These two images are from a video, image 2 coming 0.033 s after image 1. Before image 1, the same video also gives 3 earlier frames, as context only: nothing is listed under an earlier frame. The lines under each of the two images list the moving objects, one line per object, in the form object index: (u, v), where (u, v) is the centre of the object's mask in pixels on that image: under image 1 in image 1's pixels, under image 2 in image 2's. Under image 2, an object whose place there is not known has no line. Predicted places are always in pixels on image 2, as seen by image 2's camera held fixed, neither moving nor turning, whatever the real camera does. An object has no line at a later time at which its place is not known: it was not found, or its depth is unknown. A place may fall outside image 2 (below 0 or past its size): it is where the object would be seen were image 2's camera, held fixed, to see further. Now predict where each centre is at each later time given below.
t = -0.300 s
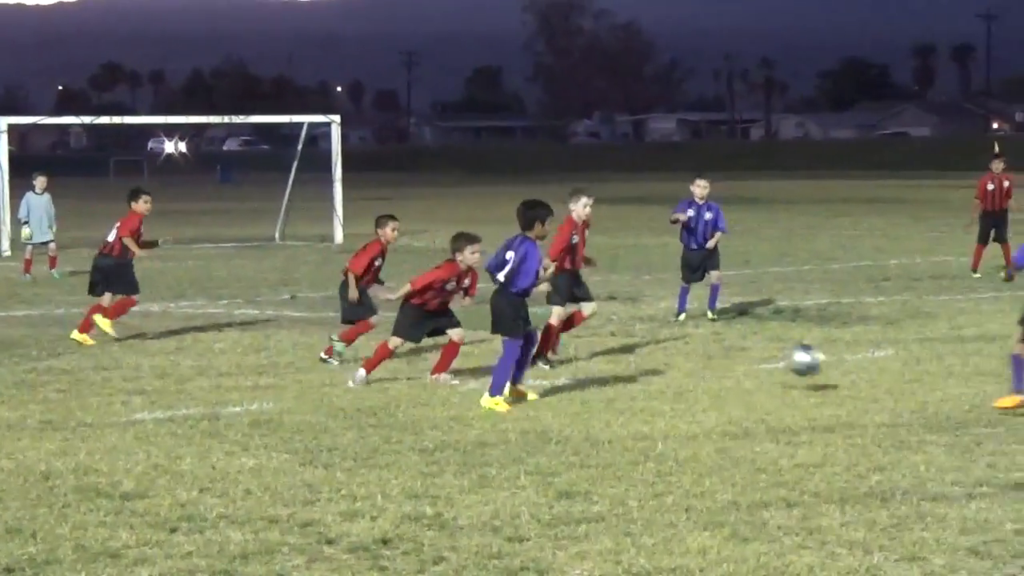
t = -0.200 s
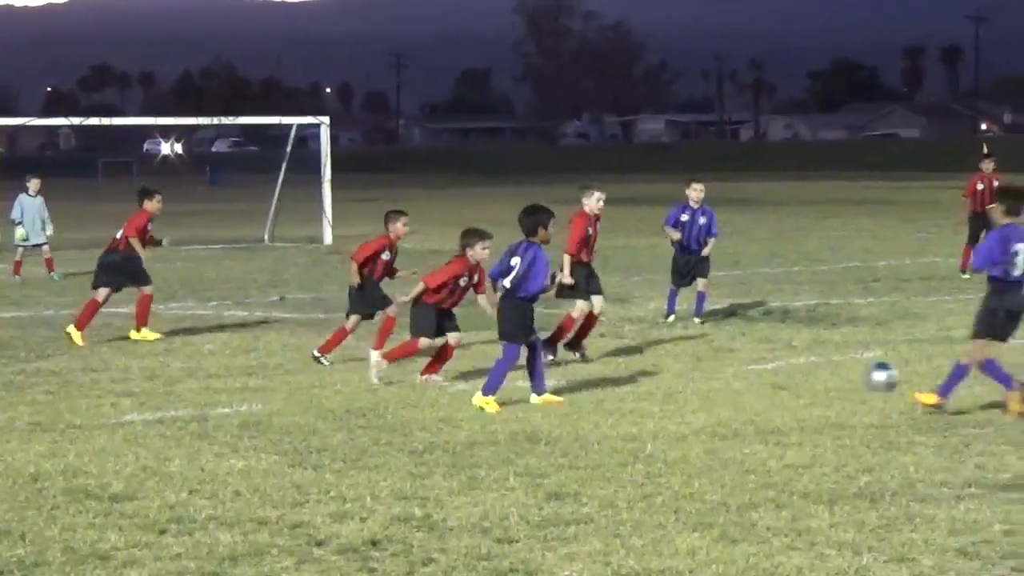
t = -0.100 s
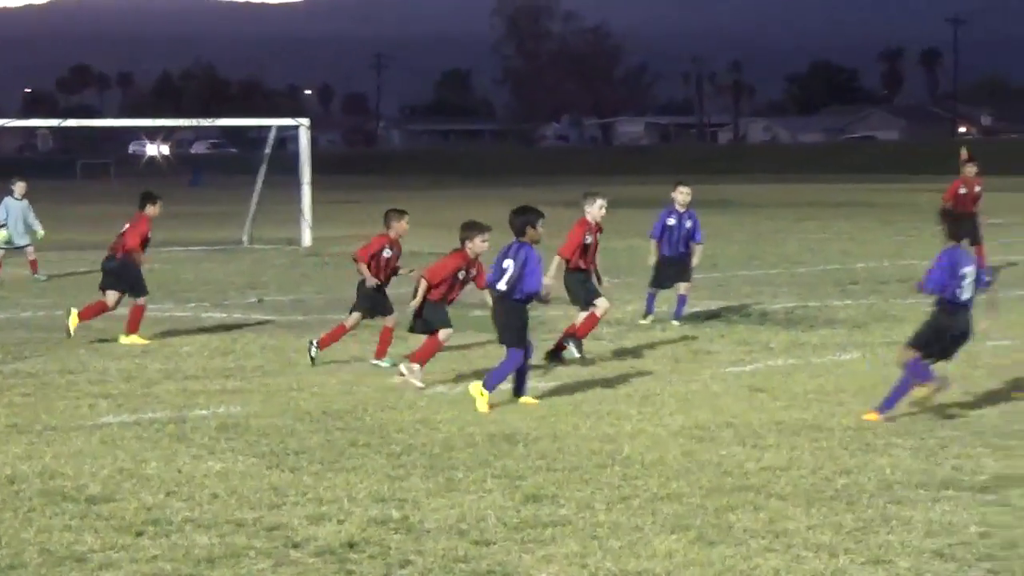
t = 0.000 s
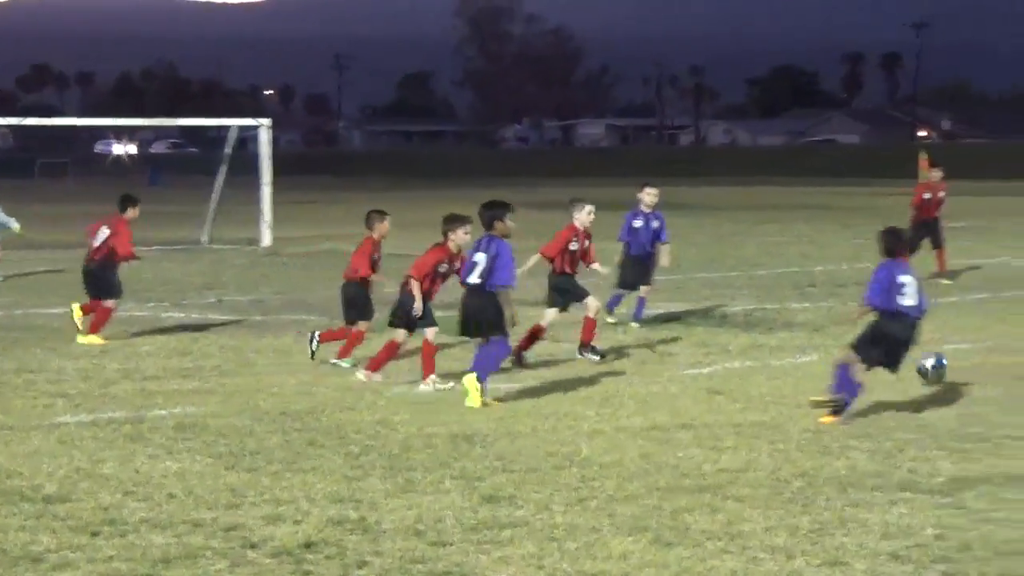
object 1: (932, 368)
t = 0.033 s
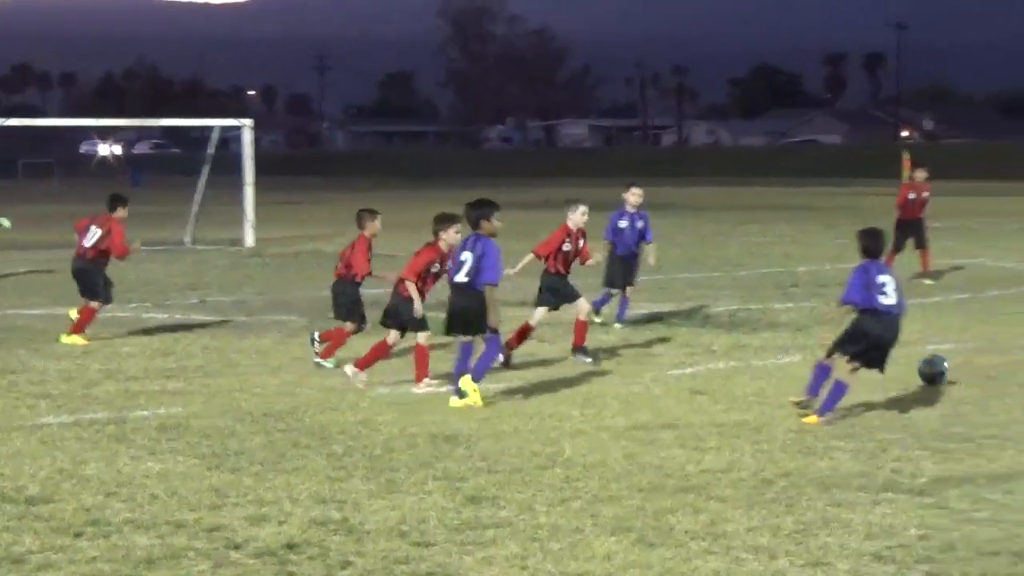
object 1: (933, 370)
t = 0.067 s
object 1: (949, 372)
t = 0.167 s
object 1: (983, 366)
